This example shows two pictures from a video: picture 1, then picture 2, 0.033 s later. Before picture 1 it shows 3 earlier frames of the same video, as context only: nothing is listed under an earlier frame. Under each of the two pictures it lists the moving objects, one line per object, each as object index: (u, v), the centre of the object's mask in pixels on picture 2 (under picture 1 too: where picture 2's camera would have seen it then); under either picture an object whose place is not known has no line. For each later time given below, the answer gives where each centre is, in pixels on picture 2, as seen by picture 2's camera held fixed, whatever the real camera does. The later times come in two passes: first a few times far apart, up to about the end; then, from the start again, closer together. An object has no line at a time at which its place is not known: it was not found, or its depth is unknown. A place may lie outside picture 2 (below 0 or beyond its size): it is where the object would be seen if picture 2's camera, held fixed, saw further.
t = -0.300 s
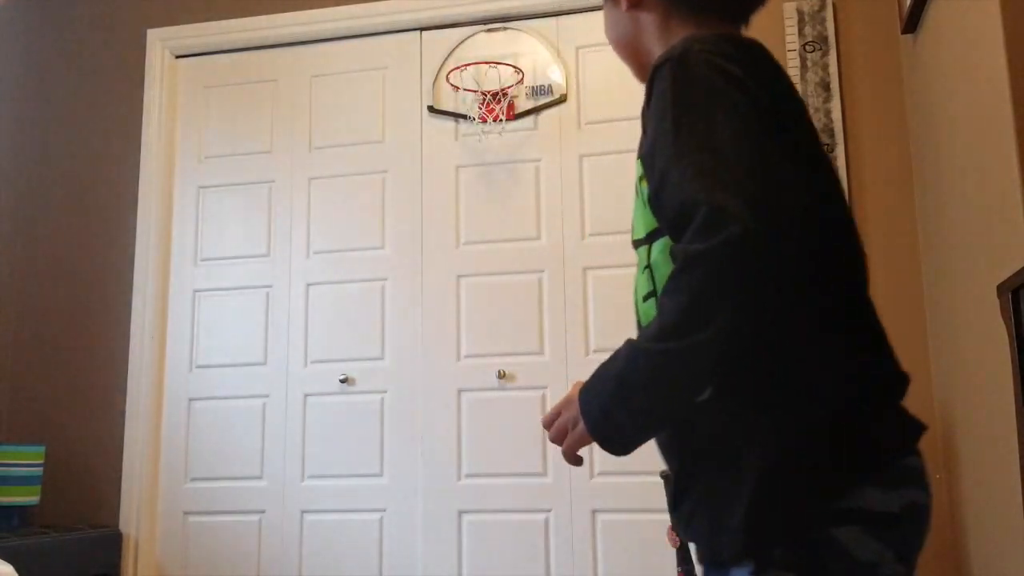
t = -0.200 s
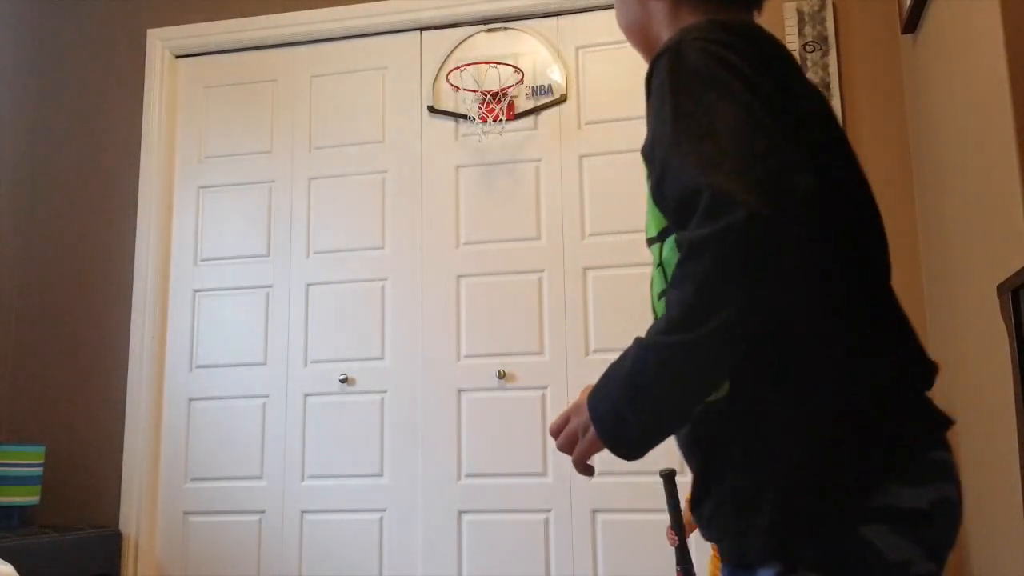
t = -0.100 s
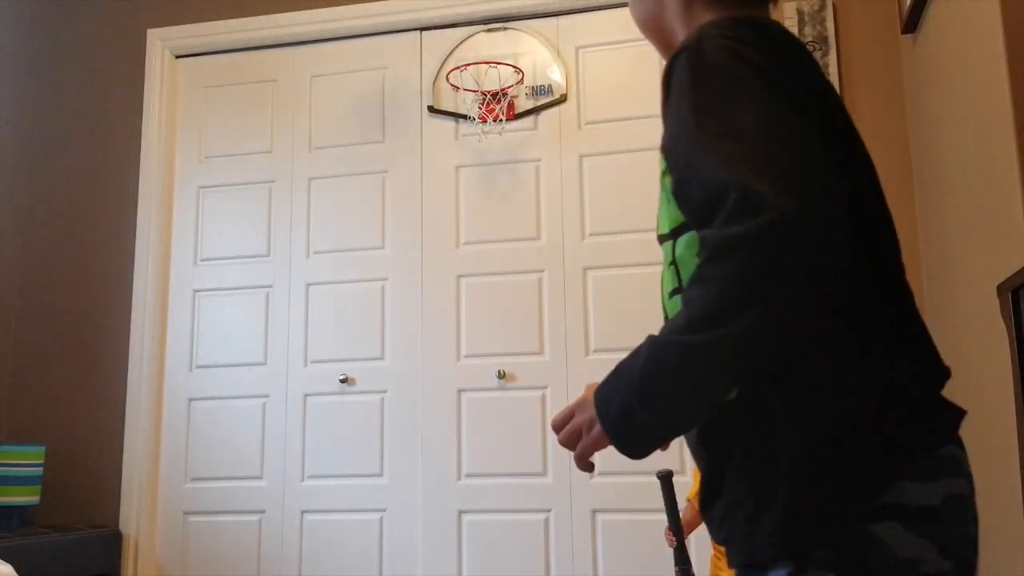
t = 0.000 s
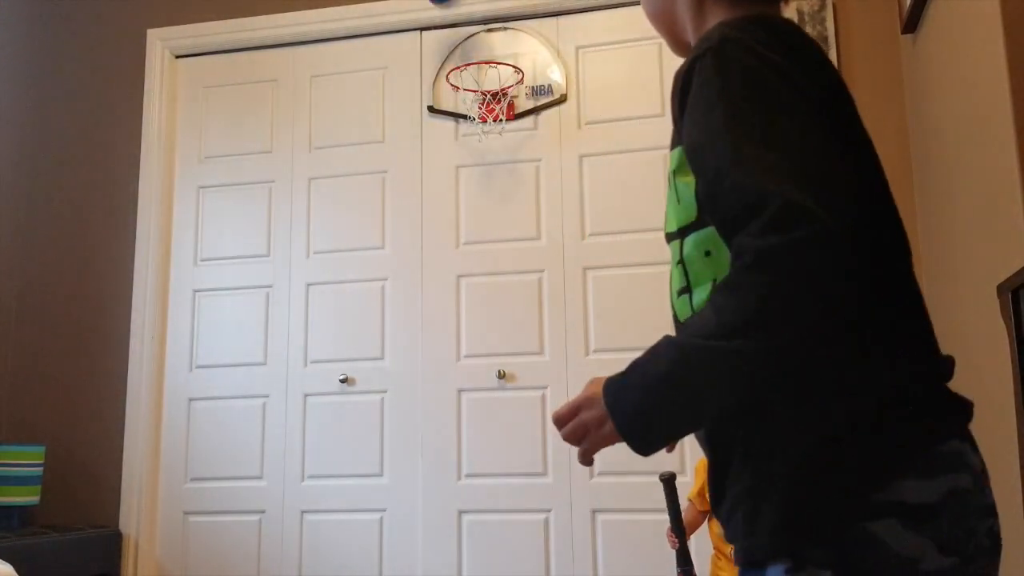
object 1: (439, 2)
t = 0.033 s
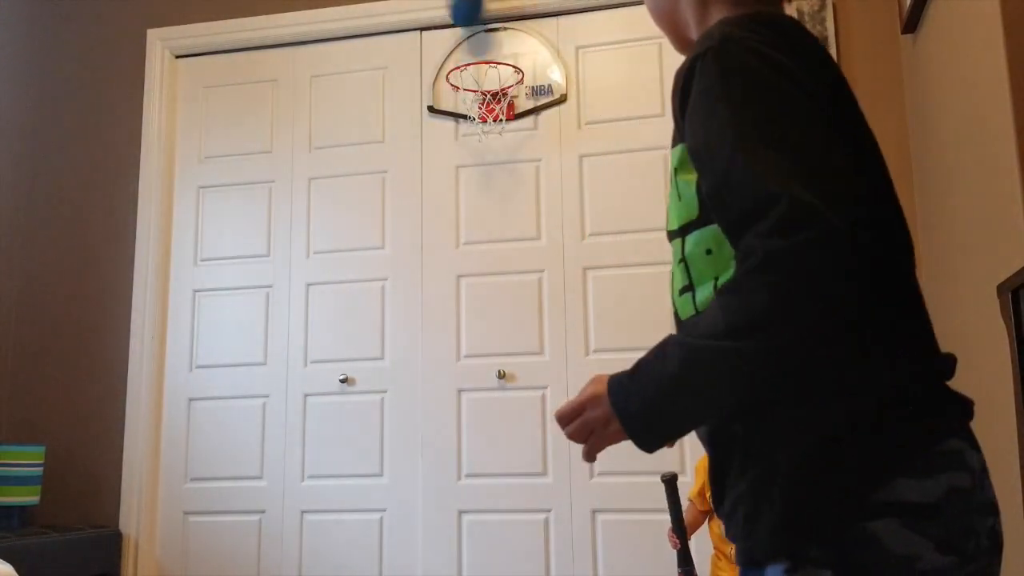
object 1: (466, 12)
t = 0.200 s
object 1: (489, 96)
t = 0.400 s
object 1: (472, 119)
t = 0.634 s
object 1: (465, 258)
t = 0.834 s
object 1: (451, 492)
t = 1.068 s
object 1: (436, 558)
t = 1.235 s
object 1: (426, 508)
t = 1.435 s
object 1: (416, 564)
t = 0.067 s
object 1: (485, 31)
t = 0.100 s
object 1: (491, 48)
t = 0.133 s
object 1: (497, 74)
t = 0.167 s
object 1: (493, 85)
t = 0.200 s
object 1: (489, 96)
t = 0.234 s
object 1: (481, 96)
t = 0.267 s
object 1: (476, 96)
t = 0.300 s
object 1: (474, 100)
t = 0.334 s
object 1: (474, 103)
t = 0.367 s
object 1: (473, 110)
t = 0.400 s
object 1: (472, 119)
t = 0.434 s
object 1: (471, 133)
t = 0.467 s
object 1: (471, 151)
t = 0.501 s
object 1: (471, 170)
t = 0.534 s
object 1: (471, 194)
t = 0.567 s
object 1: (470, 217)
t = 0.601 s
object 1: (467, 235)
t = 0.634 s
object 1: (465, 258)
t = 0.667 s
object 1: (463, 285)
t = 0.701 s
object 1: (461, 316)
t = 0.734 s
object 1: (458, 352)
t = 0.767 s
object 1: (456, 392)
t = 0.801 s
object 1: (453, 439)
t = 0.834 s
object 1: (451, 492)
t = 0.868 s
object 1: (448, 552)
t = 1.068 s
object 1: (436, 558)
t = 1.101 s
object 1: (434, 544)
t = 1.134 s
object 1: (432, 529)
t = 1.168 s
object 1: (431, 518)
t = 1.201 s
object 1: (429, 511)
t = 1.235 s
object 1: (426, 508)
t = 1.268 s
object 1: (424, 509)
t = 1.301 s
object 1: (423, 515)
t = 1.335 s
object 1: (420, 525)
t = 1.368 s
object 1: (419, 539)
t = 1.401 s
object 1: (416, 554)
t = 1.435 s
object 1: (416, 564)
